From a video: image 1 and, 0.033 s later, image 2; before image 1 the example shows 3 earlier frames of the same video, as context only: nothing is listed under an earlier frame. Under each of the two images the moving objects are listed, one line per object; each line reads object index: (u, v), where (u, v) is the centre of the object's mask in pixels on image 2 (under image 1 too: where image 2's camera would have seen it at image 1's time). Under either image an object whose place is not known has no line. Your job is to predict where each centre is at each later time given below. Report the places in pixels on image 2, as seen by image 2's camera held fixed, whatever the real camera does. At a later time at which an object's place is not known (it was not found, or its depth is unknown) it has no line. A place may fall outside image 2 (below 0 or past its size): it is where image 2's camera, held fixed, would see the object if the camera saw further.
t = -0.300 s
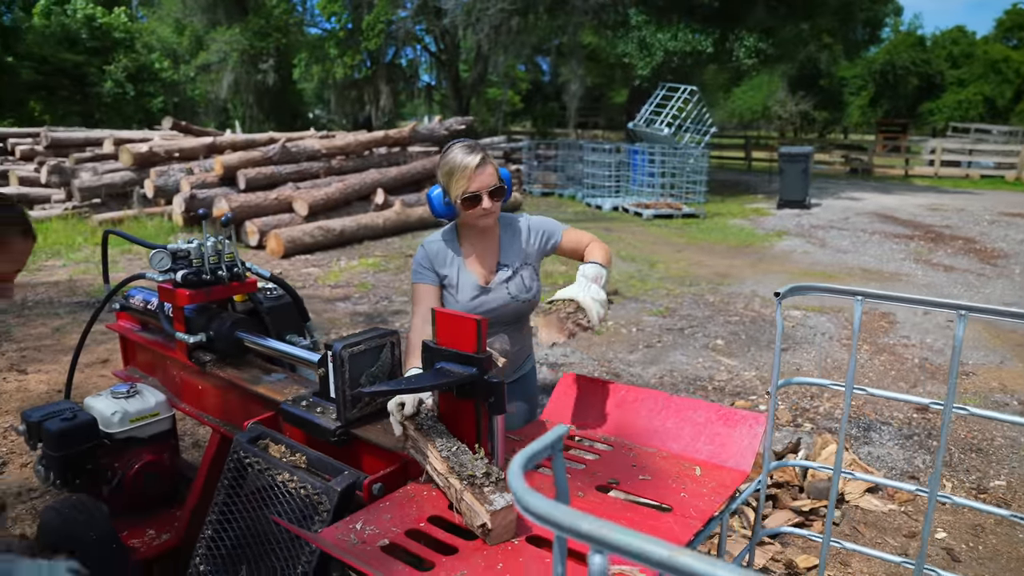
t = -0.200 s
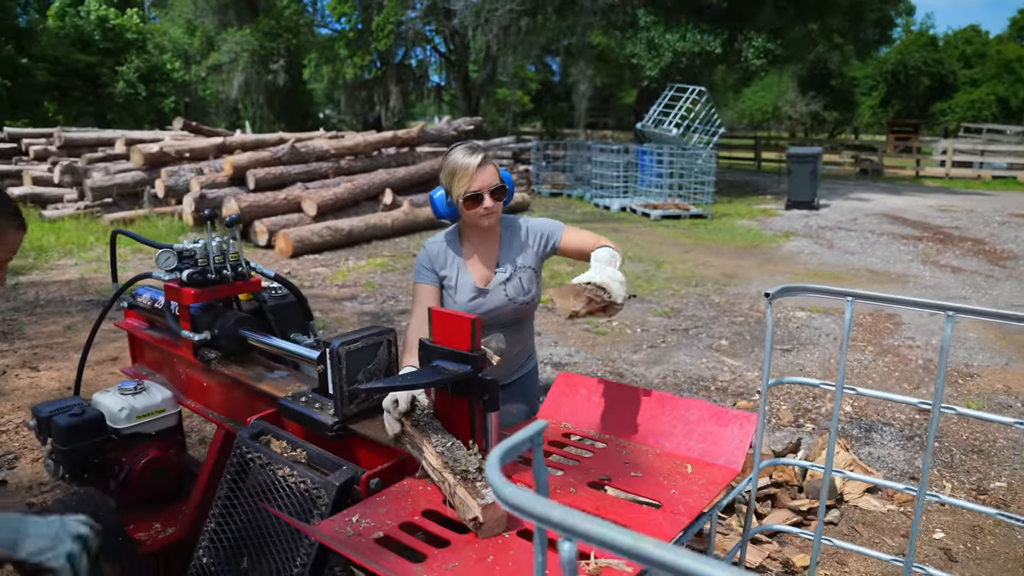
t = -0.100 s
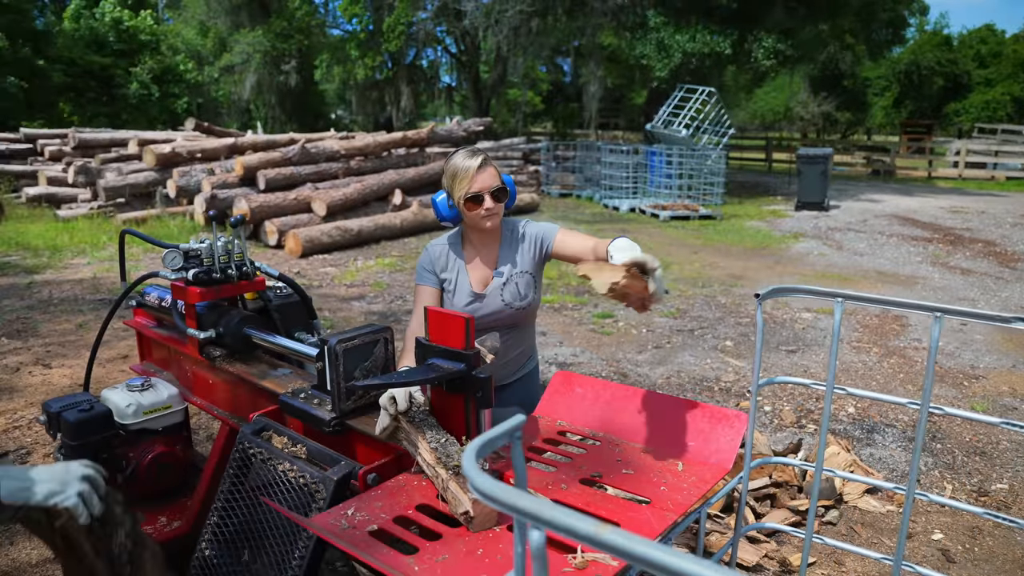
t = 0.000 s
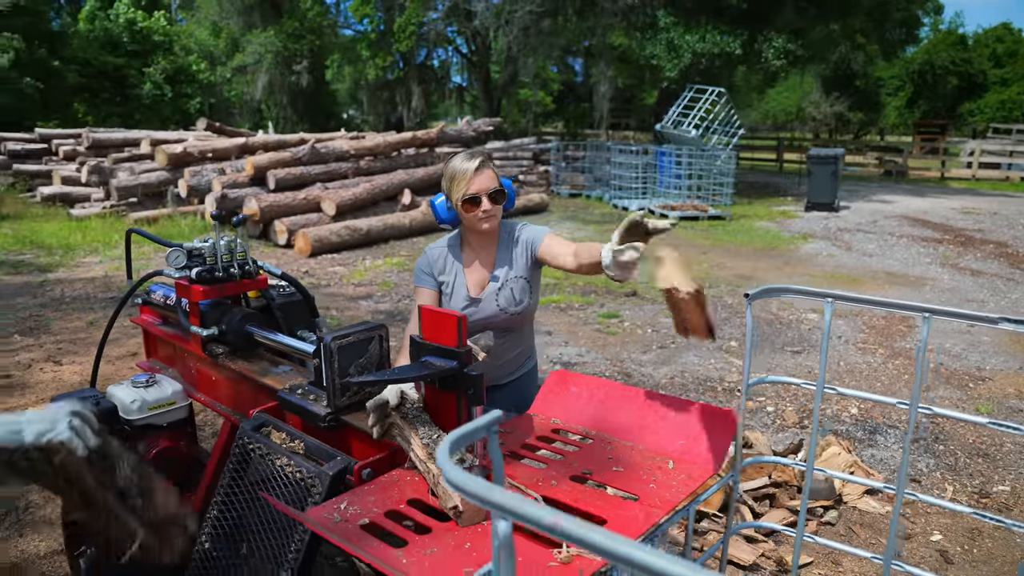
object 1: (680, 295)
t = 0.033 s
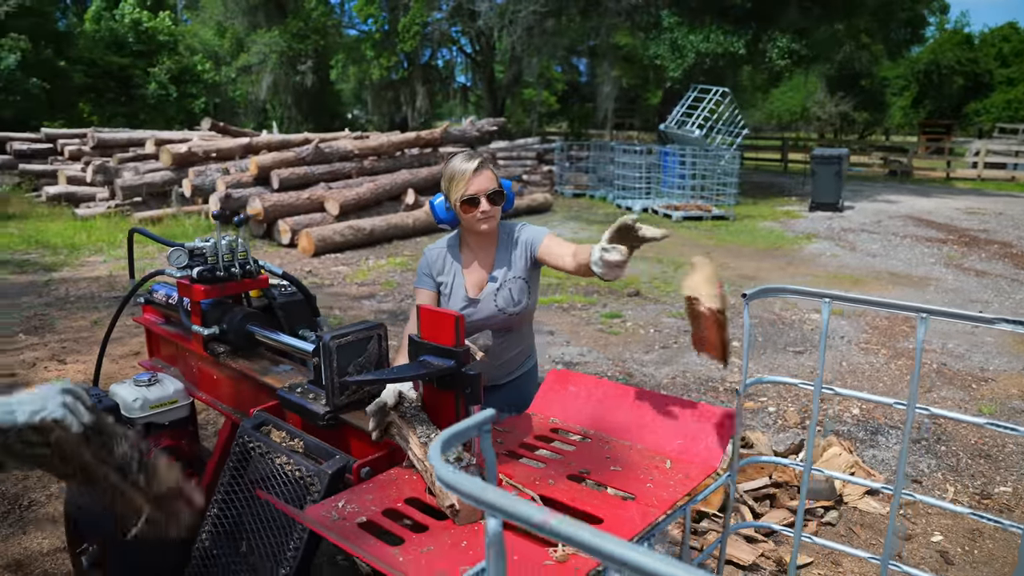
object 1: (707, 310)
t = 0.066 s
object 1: (734, 328)
